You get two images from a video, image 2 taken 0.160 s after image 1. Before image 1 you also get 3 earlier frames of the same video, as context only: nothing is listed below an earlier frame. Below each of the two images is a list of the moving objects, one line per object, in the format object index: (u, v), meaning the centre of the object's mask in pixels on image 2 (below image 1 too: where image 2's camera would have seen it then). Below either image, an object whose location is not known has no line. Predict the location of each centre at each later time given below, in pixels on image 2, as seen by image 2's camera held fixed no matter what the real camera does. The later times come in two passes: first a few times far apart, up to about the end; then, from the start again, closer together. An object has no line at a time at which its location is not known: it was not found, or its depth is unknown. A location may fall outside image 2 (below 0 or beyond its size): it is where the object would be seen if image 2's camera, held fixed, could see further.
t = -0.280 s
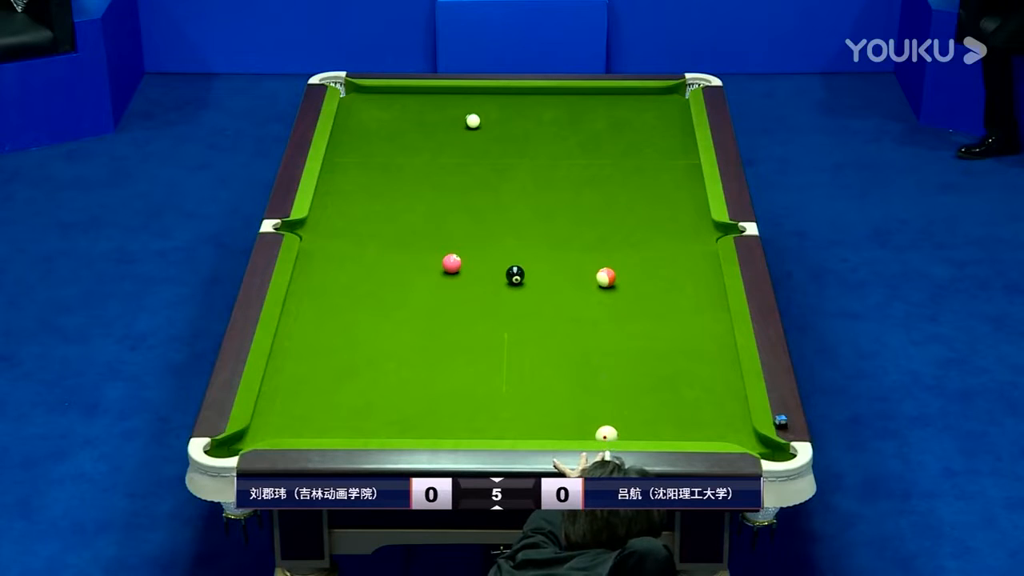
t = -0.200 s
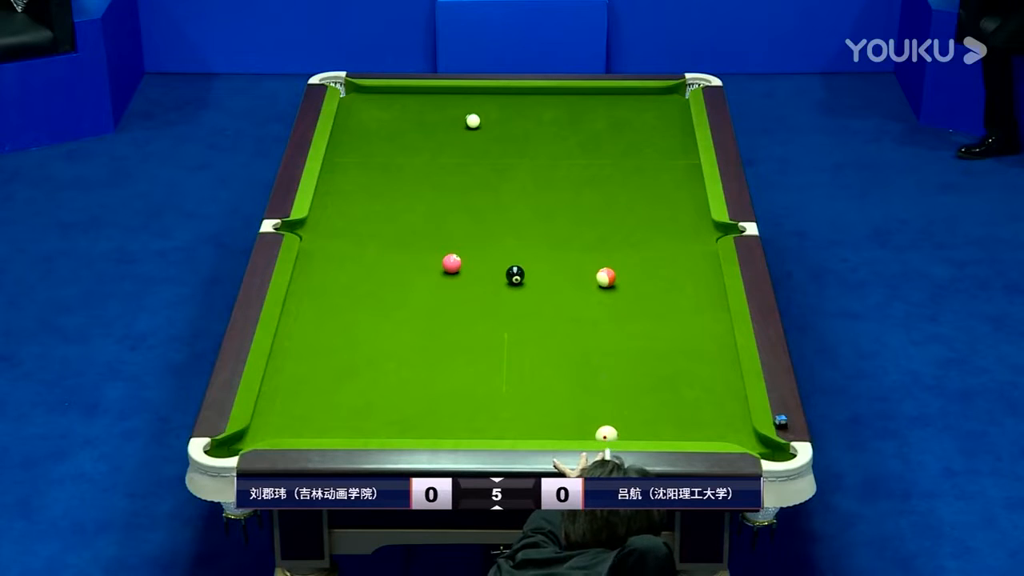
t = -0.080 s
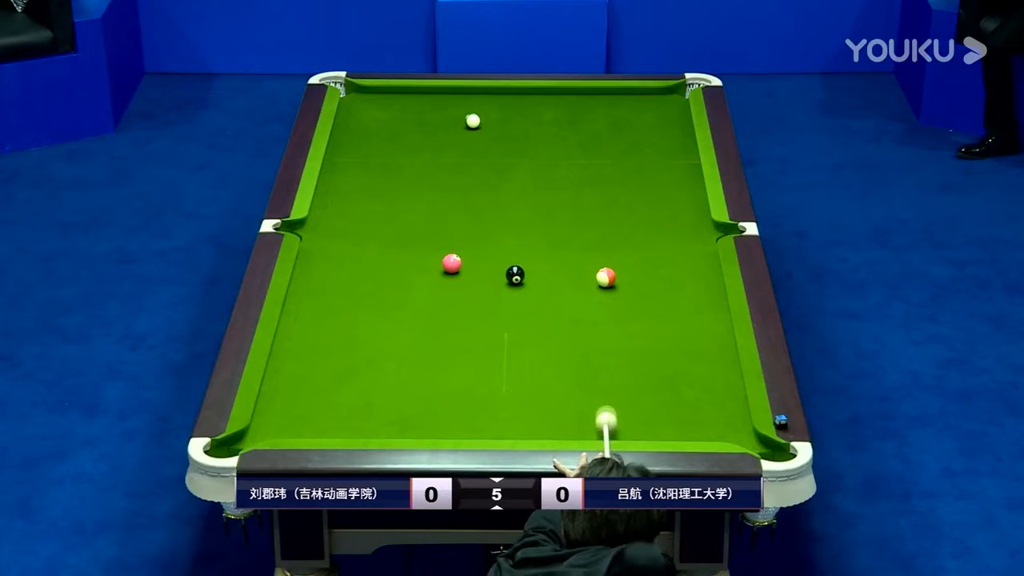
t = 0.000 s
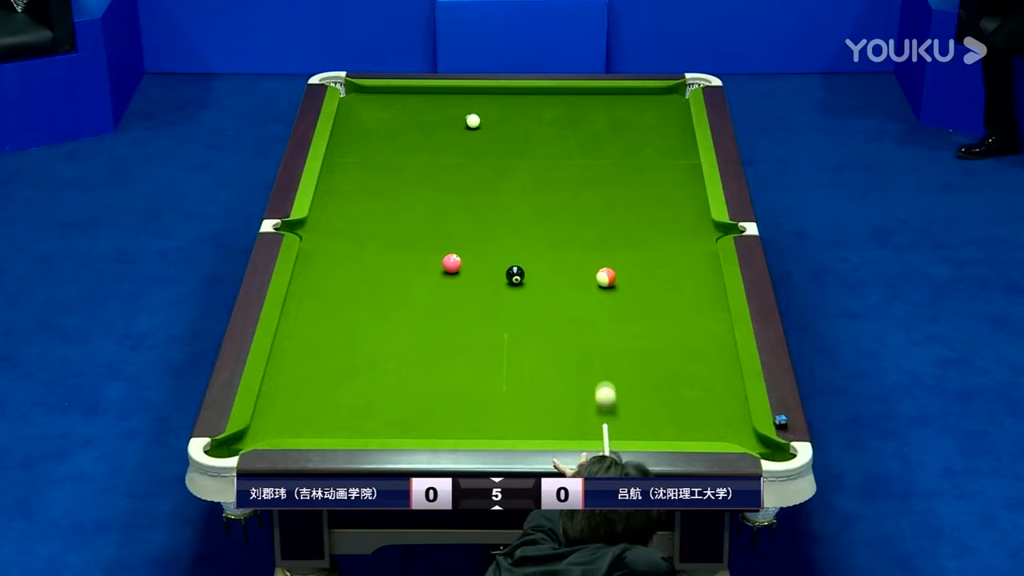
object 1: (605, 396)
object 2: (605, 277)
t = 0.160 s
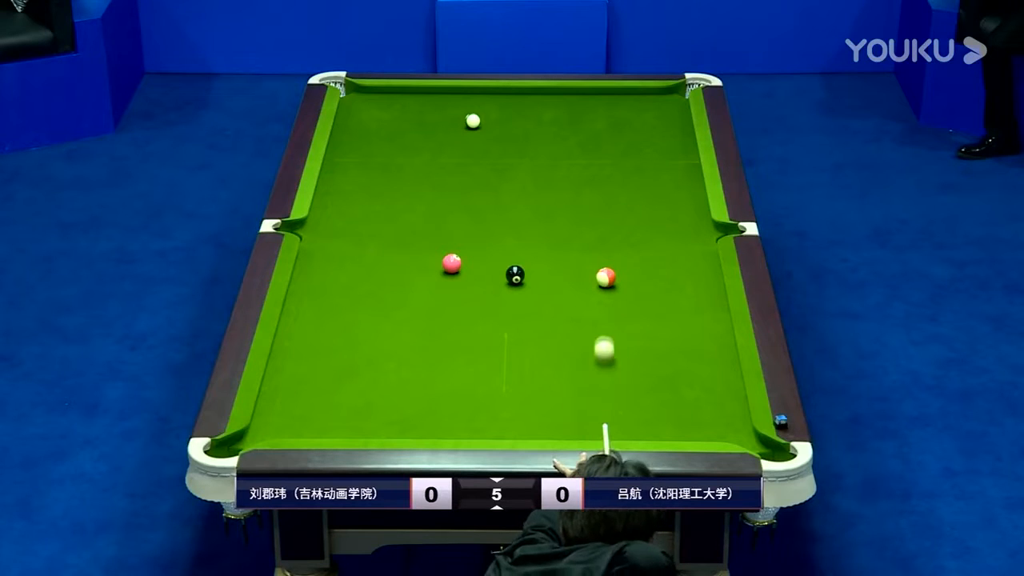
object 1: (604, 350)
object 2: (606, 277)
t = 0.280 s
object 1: (603, 318)
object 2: (606, 277)
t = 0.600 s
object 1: (586, 278)
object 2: (620, 242)
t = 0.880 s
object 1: (566, 260)
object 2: (635, 207)
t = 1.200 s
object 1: (545, 242)
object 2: (650, 171)
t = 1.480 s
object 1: (528, 228)
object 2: (661, 142)
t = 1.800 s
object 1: (511, 212)
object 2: (673, 113)
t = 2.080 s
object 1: (497, 201)
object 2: (682, 90)
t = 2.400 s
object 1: (482, 189)
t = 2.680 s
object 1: (471, 179)
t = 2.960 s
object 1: (461, 170)
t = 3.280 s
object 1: (450, 161)
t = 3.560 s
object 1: (441, 154)
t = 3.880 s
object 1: (433, 147)
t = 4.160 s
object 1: (426, 141)
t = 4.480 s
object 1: (418, 136)
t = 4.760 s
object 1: (414, 132)
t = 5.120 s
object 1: (404, 126)
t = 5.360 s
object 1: (404, 127)
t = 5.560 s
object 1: (402, 126)
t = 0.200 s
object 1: (604, 340)
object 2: (606, 277)
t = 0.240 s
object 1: (604, 329)
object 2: (605, 277)
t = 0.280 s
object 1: (603, 318)
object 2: (606, 277)
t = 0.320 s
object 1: (603, 308)
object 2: (606, 277)
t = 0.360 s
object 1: (603, 299)
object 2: (606, 277)
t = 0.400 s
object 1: (602, 291)
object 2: (606, 275)
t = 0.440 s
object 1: (599, 285)
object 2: (609, 269)
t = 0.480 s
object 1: (596, 284)
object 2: (611, 263)
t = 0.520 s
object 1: (592, 282)
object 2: (614, 256)
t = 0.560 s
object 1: (589, 280)
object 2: (617, 249)
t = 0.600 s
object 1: (586, 278)
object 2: (620, 242)
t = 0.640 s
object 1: (583, 275)
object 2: (623, 237)
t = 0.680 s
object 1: (580, 273)
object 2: (625, 232)
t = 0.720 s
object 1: (577, 270)
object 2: (627, 226)
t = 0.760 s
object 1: (574, 268)
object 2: (629, 221)
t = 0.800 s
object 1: (571, 265)
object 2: (631, 217)
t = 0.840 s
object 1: (568, 263)
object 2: (633, 212)
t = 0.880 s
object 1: (566, 260)
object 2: (635, 207)
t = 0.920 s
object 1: (563, 258)
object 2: (637, 202)
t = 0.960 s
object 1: (560, 256)
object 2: (638, 197)
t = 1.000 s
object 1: (557, 253)
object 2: (641, 193)
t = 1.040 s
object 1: (555, 251)
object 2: (643, 188)
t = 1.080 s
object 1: (552, 249)
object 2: (644, 183)
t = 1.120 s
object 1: (550, 246)
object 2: (646, 179)
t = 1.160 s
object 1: (547, 244)
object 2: (648, 175)
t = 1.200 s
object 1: (545, 242)
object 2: (650, 171)
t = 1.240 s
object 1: (542, 240)
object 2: (652, 166)
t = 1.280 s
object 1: (540, 238)
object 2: (653, 162)
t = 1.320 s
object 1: (537, 236)
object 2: (655, 158)
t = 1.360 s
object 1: (535, 234)
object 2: (656, 154)
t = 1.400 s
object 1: (532, 232)
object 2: (658, 150)
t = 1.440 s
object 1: (530, 229)
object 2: (660, 146)
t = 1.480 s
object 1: (528, 228)
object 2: (661, 142)
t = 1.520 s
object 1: (526, 226)
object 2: (663, 139)
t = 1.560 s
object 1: (523, 224)
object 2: (664, 135)
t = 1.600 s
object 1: (521, 222)
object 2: (666, 131)
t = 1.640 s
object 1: (519, 220)
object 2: (667, 127)
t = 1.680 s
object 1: (517, 218)
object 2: (669, 124)
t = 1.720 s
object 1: (515, 216)
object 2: (670, 120)
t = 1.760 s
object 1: (513, 214)
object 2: (671, 117)
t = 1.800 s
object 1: (511, 212)
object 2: (673, 113)
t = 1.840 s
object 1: (509, 211)
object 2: (675, 110)
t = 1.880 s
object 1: (507, 209)
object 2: (676, 107)
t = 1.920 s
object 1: (505, 207)
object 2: (677, 103)
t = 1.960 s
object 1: (503, 206)
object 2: (678, 100)
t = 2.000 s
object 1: (501, 204)
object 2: (680, 96)
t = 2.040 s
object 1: (499, 202)
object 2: (681, 93)
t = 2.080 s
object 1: (497, 201)
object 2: (682, 90)
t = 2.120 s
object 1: (495, 199)
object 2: (683, 88)
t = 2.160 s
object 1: (493, 198)
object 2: (685, 90)
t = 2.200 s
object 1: (491, 196)
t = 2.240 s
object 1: (489, 194)
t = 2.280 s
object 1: (488, 193)
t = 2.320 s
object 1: (486, 191)
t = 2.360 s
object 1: (484, 190)
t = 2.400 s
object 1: (482, 189)
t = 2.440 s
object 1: (481, 187)
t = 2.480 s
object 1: (479, 185)
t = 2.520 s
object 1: (477, 184)
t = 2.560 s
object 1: (476, 183)
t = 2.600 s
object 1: (474, 181)
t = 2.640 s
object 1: (472, 180)
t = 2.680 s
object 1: (471, 179)
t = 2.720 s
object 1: (470, 177)
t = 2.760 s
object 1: (468, 176)
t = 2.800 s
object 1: (467, 175)
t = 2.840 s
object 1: (465, 174)
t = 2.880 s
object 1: (464, 172)
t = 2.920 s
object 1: (462, 171)
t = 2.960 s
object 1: (461, 170)
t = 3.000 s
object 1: (459, 169)
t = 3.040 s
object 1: (458, 168)
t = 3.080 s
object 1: (457, 166)
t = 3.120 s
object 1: (455, 165)
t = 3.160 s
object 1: (454, 164)
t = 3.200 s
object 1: (452, 163)
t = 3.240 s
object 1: (451, 162)
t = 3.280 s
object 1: (450, 161)
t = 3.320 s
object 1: (449, 160)
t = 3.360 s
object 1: (447, 159)
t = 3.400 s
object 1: (446, 158)
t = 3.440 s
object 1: (445, 157)
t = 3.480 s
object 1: (444, 156)
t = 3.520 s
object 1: (443, 155)
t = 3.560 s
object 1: (441, 154)
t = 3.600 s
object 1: (440, 153)
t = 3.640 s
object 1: (439, 152)
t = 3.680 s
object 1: (438, 151)
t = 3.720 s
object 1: (437, 150)
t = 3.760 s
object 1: (436, 150)
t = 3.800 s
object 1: (435, 149)
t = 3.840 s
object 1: (434, 148)
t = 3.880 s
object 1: (433, 147)
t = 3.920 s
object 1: (431, 146)
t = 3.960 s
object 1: (431, 145)
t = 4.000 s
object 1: (430, 144)
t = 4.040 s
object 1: (429, 144)
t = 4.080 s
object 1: (428, 143)
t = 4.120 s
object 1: (427, 142)
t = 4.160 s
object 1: (426, 141)
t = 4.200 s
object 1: (425, 141)
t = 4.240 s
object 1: (424, 140)
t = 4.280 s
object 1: (423, 139)
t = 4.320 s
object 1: (422, 139)
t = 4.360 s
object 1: (421, 138)
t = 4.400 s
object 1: (420, 138)
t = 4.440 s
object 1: (419, 137)
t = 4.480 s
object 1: (418, 136)
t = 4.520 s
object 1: (418, 136)
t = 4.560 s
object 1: (417, 135)
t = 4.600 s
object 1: (416, 135)
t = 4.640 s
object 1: (415, 134)
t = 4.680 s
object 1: (415, 134)
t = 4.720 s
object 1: (414, 133)
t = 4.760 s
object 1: (414, 132)
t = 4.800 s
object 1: (415, 130)
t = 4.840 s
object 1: (415, 128)
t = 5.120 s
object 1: (404, 126)
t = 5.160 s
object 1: (407, 128)
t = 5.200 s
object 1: (406, 128)
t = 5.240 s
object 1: (406, 128)
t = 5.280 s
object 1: (405, 128)
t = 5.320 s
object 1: (405, 127)
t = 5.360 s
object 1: (404, 127)
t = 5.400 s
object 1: (404, 127)
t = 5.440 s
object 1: (403, 126)
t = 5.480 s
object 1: (403, 126)
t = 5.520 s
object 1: (403, 126)
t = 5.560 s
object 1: (402, 126)
